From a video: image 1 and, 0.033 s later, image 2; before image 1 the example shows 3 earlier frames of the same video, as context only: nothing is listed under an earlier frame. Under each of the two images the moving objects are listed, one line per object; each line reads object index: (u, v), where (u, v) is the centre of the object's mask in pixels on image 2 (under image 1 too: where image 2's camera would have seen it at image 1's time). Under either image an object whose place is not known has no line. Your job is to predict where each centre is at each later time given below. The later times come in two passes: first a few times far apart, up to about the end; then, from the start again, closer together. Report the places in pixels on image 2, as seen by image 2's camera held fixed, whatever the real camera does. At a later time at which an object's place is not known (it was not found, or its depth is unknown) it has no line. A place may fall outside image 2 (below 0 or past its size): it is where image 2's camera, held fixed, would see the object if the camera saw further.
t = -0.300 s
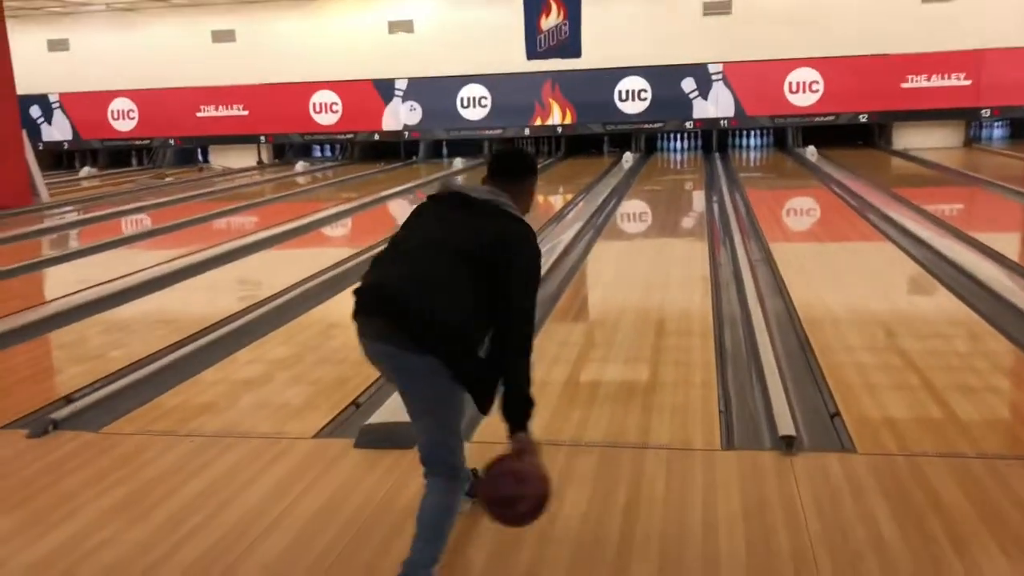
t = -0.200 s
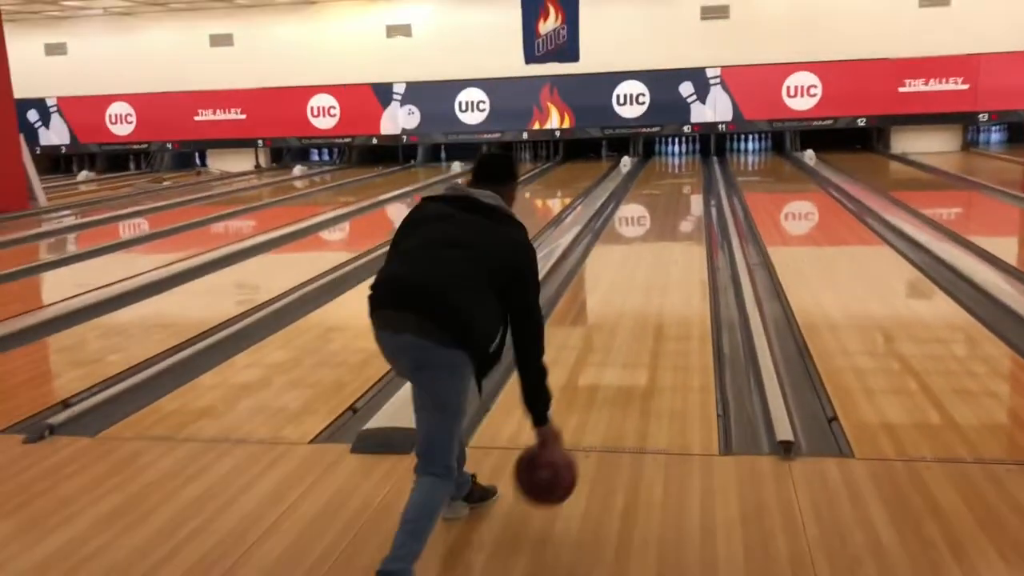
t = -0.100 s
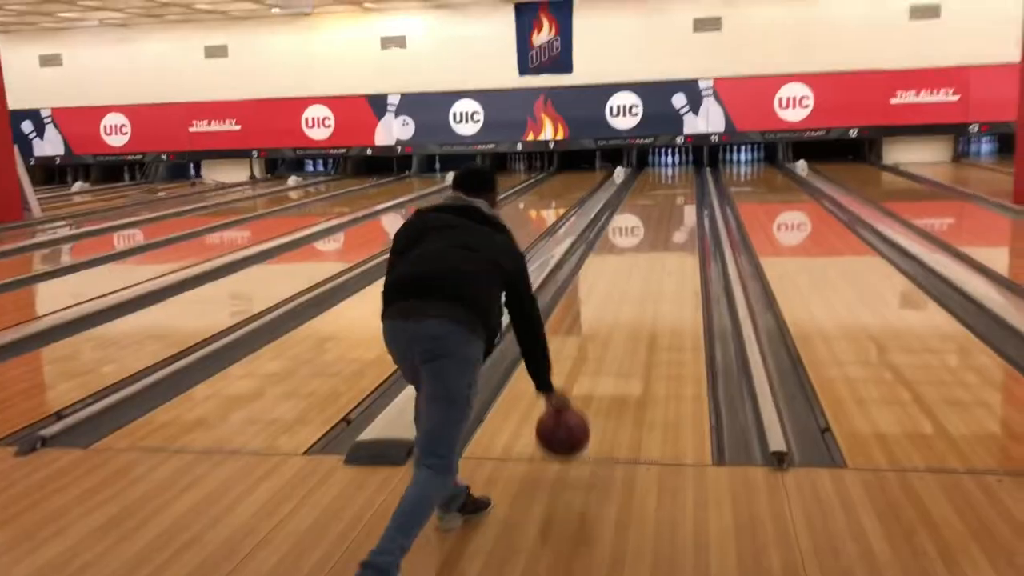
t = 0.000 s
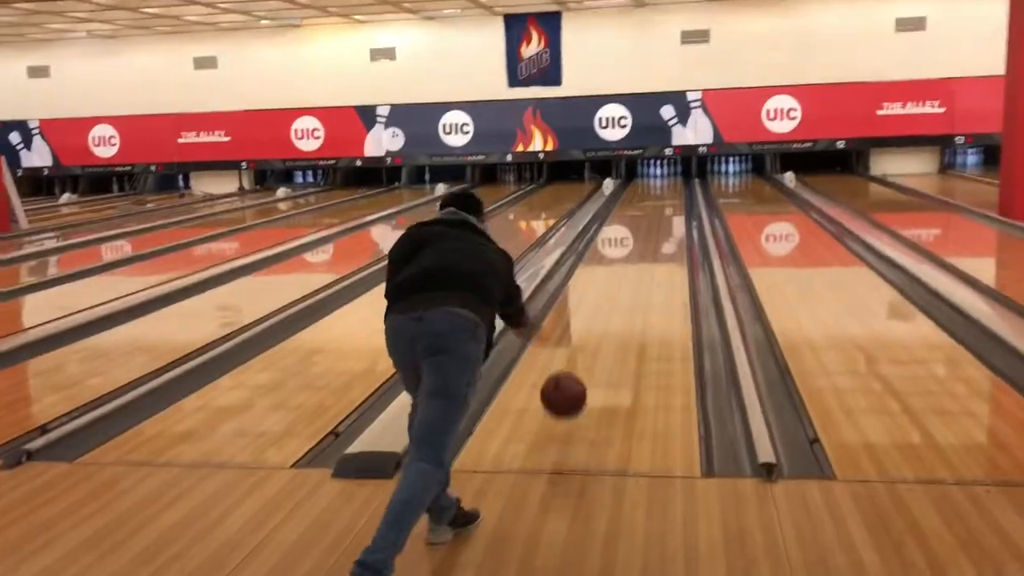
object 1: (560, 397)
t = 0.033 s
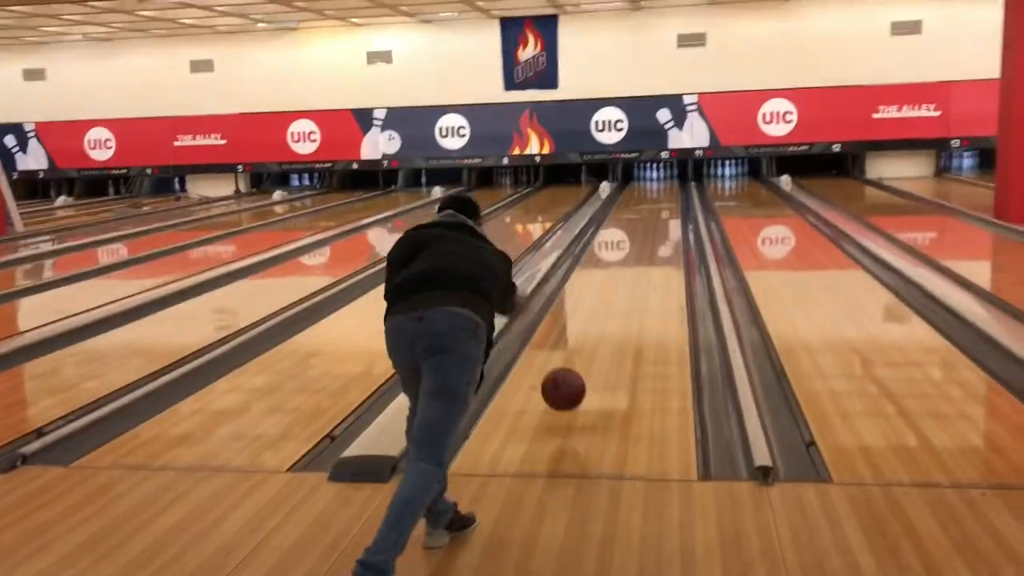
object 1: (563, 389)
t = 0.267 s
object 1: (580, 339)
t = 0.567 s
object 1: (592, 286)
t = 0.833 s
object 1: (598, 257)
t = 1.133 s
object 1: (603, 234)
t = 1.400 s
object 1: (604, 220)
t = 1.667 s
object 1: (608, 211)
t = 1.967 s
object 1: (607, 206)
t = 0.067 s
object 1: (566, 382)
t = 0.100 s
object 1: (569, 379)
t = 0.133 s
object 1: (572, 373)
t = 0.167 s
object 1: (574, 364)
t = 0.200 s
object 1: (577, 355)
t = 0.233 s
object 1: (578, 347)
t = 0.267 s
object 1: (580, 339)
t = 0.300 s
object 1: (582, 331)
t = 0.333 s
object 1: (583, 325)
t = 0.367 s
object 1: (584, 318)
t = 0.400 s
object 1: (586, 312)
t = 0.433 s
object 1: (587, 306)
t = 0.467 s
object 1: (589, 300)
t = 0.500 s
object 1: (590, 295)
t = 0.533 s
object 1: (591, 291)
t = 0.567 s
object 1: (592, 286)
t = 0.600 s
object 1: (593, 281)
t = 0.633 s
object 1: (594, 277)
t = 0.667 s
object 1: (595, 273)
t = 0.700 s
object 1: (596, 270)
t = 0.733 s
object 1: (596, 266)
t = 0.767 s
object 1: (597, 263)
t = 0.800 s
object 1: (597, 260)
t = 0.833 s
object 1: (598, 257)
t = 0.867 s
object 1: (598, 253)
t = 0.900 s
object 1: (599, 251)
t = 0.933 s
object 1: (600, 248)
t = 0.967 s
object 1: (600, 245)
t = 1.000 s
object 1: (601, 243)
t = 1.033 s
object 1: (602, 240)
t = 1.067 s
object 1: (602, 238)
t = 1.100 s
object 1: (602, 236)
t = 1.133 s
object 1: (603, 234)
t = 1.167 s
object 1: (603, 233)
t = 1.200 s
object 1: (603, 230)
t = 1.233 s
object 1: (604, 229)
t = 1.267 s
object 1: (603, 227)
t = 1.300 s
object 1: (603, 226)
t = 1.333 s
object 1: (600, 225)
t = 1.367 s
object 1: (604, 221)
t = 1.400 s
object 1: (604, 220)
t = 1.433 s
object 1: (604, 219)
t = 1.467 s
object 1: (605, 218)
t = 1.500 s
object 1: (605, 217)
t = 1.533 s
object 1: (606, 216)
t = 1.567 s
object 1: (607, 215)
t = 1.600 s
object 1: (608, 213)
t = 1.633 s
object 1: (608, 212)
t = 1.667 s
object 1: (608, 211)
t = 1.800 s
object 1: (605, 210)
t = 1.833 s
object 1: (604, 211)
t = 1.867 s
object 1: (604, 211)
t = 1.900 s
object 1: (607, 207)
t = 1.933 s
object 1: (607, 207)
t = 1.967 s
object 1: (607, 206)
